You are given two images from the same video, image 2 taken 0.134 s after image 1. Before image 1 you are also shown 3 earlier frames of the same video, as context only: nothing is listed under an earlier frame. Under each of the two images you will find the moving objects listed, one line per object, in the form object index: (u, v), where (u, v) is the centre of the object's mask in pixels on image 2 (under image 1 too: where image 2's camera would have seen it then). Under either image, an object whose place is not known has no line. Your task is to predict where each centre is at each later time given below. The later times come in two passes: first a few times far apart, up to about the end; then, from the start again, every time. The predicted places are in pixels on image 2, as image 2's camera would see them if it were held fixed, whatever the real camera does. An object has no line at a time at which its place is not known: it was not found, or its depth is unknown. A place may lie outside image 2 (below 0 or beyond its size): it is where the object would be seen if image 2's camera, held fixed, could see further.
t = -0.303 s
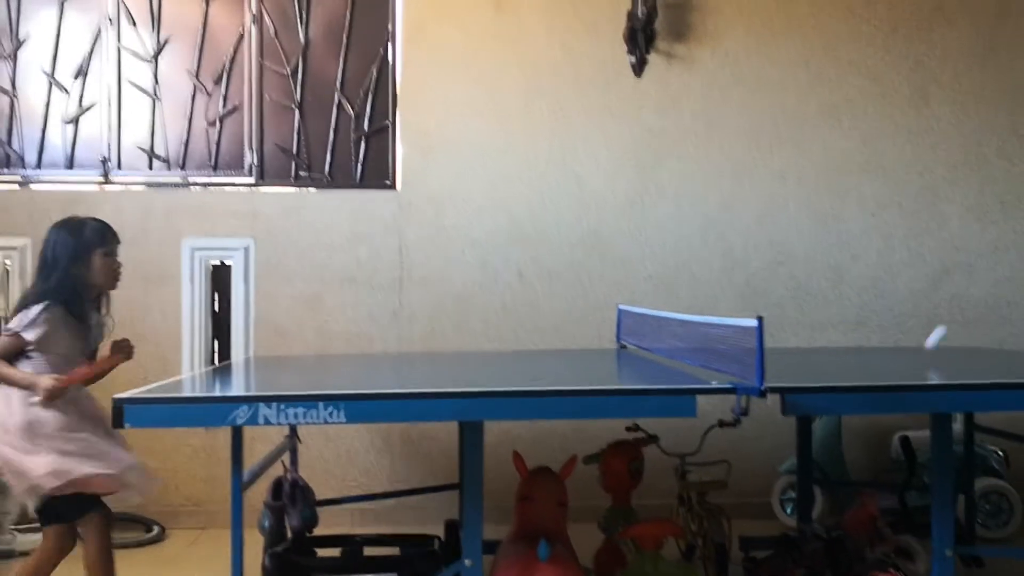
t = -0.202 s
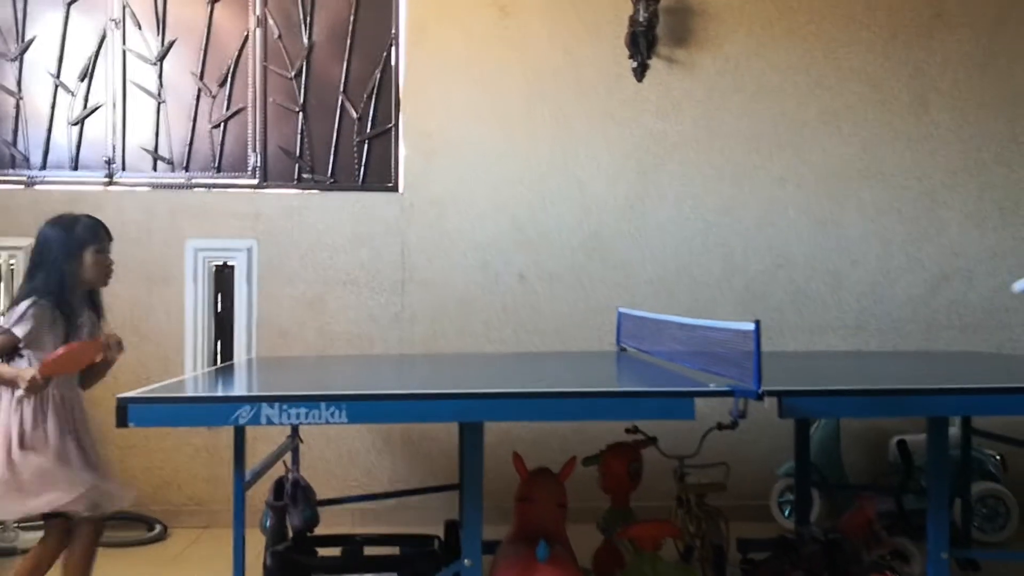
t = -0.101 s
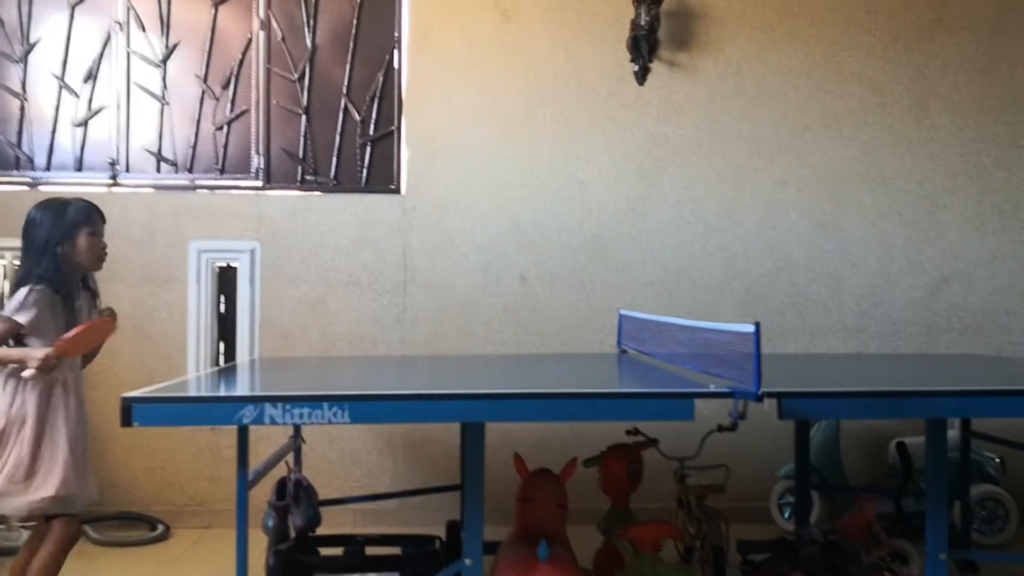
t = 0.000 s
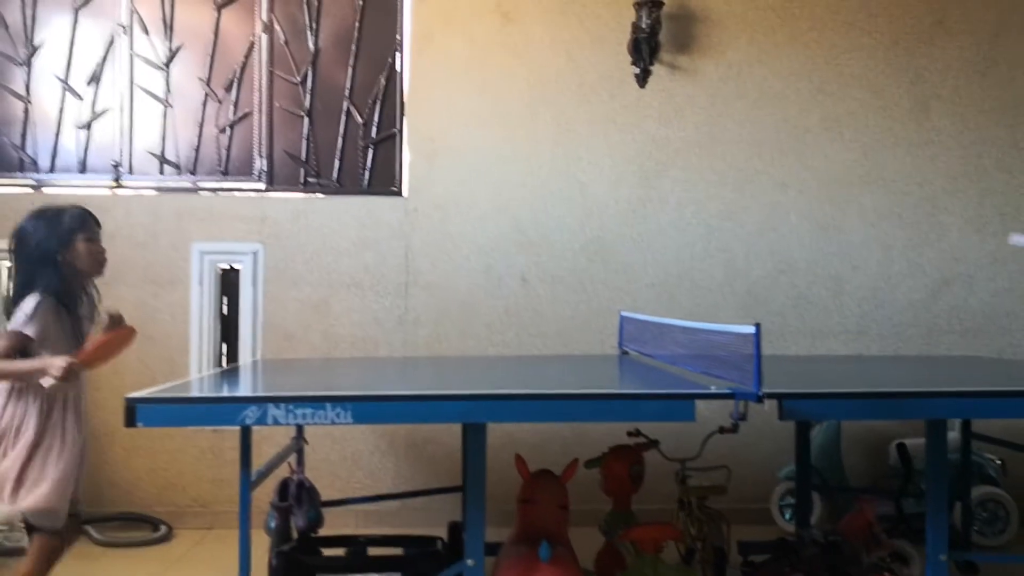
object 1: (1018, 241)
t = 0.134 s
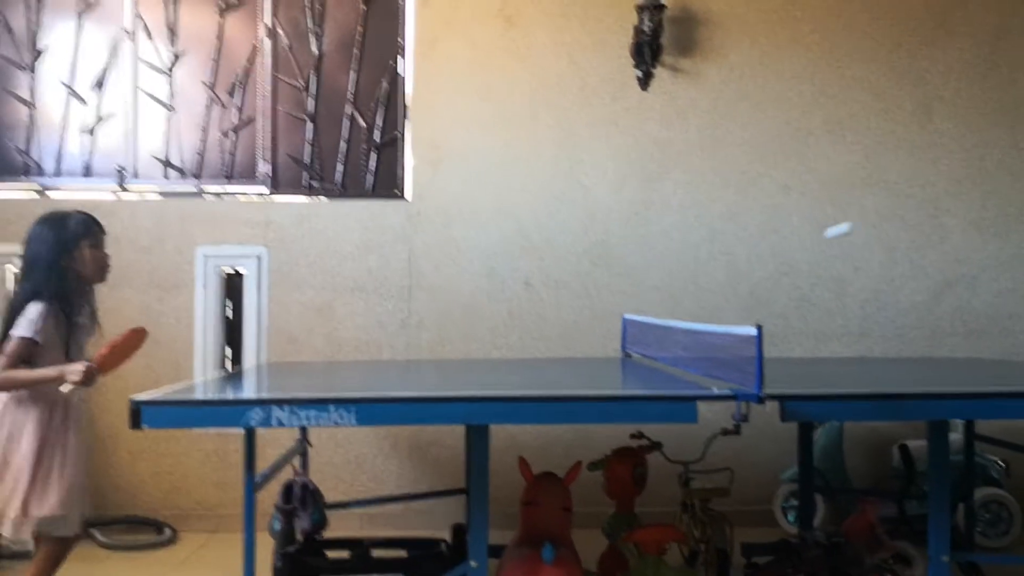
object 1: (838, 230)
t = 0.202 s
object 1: (744, 246)
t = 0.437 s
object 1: (440, 331)
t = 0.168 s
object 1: (790, 236)
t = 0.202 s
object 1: (744, 246)
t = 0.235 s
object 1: (695, 260)
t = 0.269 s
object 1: (649, 277)
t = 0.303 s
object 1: (601, 299)
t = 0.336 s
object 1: (555, 324)
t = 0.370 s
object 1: (507, 353)
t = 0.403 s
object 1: (469, 354)
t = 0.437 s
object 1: (440, 331)
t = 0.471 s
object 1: (412, 310)
